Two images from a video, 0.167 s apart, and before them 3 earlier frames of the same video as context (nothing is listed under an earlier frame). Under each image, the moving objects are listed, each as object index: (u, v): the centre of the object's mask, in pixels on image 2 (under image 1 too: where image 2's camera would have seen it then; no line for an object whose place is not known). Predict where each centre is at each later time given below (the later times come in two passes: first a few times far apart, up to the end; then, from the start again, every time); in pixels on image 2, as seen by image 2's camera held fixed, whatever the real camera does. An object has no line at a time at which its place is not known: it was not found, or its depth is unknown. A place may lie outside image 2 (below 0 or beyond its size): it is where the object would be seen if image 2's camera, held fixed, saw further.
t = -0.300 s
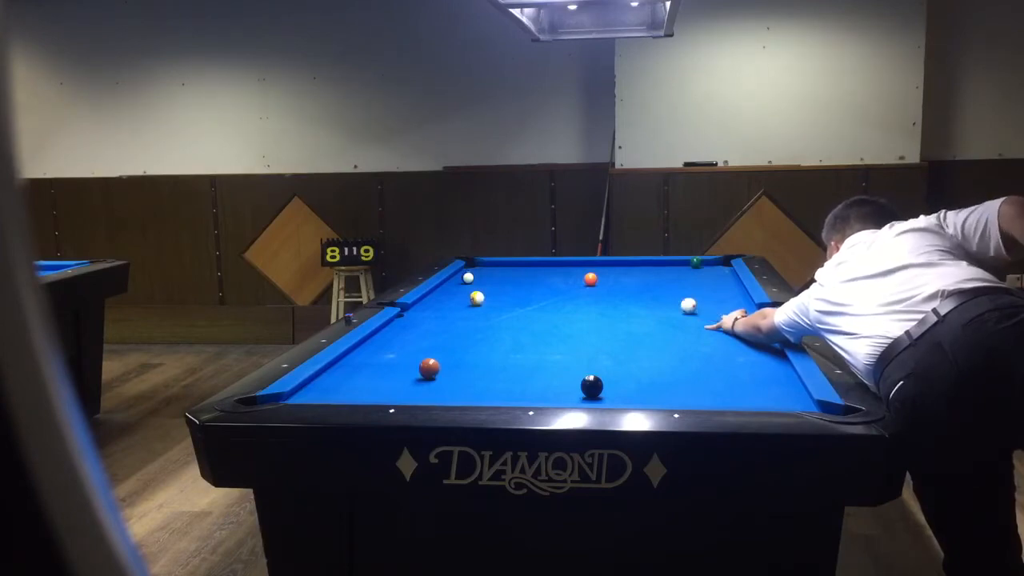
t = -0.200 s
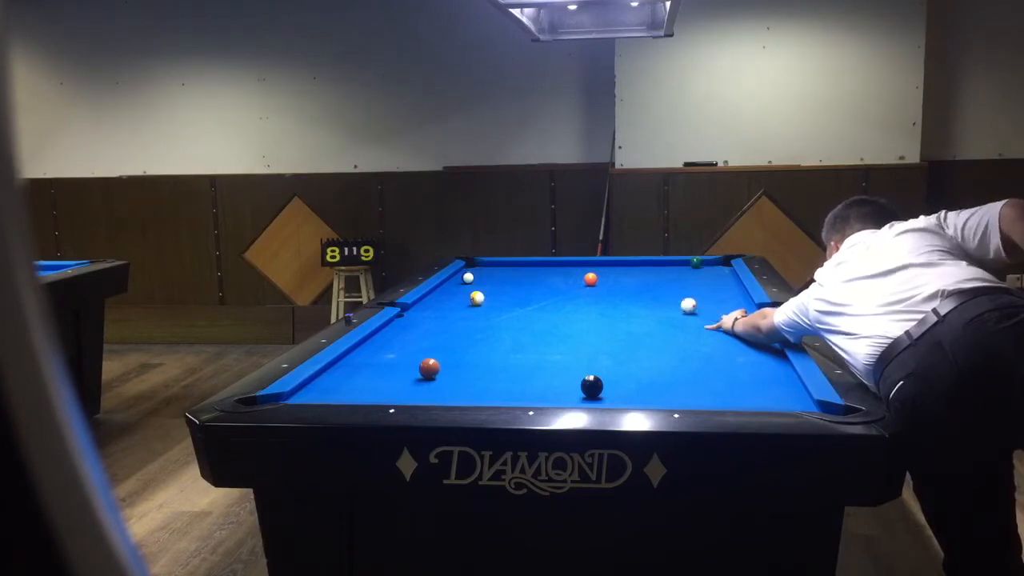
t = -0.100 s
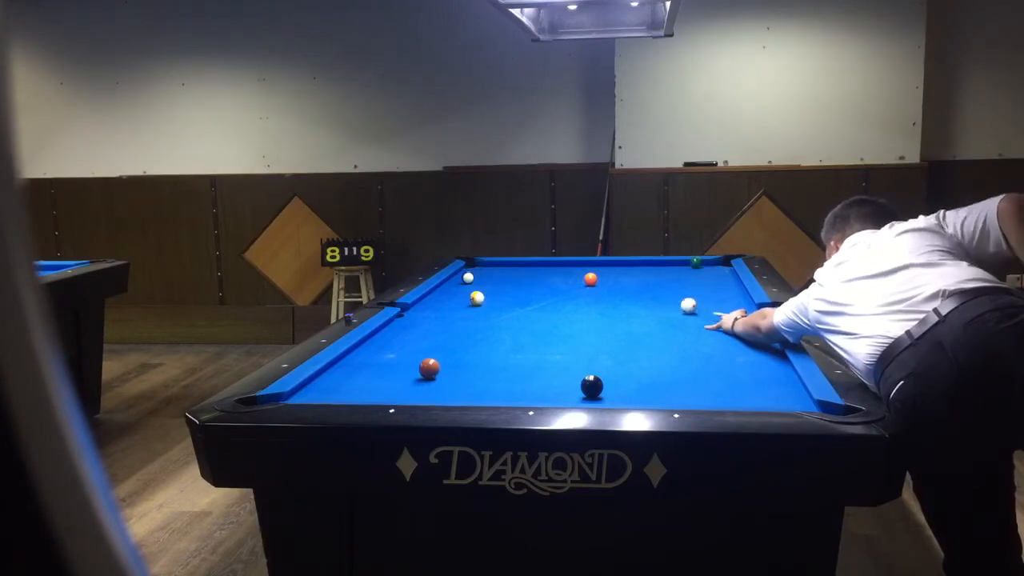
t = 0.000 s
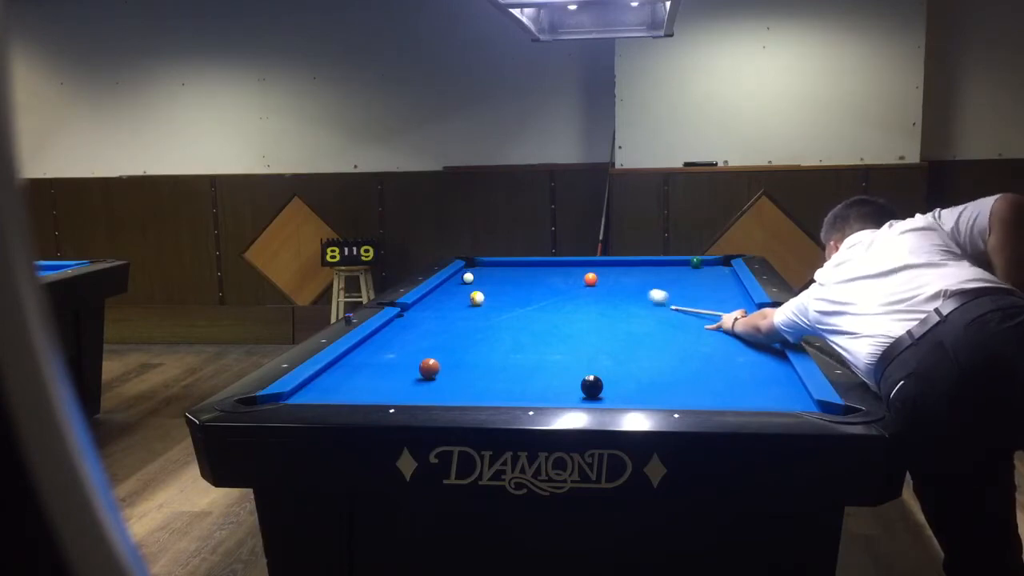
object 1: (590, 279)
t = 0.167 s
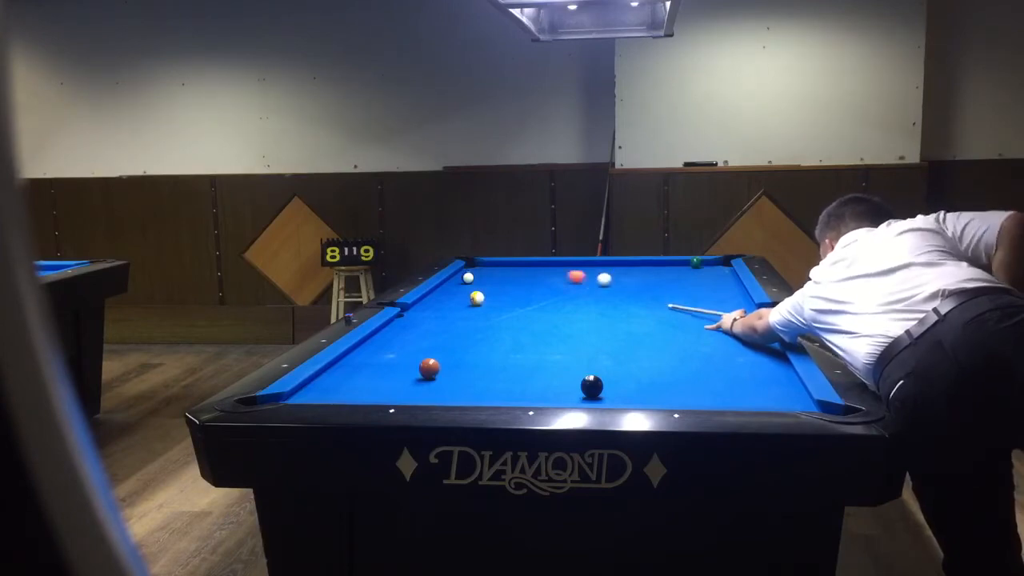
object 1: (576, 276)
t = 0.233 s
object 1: (547, 272)
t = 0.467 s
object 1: (470, 261)
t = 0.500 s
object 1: (463, 259)
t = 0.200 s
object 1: (561, 274)
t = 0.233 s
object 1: (547, 272)
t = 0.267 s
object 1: (533, 270)
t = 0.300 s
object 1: (521, 268)
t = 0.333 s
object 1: (510, 267)
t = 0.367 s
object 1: (499, 265)
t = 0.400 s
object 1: (489, 263)
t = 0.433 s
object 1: (479, 262)
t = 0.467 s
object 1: (470, 261)
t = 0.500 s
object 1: (463, 259)
